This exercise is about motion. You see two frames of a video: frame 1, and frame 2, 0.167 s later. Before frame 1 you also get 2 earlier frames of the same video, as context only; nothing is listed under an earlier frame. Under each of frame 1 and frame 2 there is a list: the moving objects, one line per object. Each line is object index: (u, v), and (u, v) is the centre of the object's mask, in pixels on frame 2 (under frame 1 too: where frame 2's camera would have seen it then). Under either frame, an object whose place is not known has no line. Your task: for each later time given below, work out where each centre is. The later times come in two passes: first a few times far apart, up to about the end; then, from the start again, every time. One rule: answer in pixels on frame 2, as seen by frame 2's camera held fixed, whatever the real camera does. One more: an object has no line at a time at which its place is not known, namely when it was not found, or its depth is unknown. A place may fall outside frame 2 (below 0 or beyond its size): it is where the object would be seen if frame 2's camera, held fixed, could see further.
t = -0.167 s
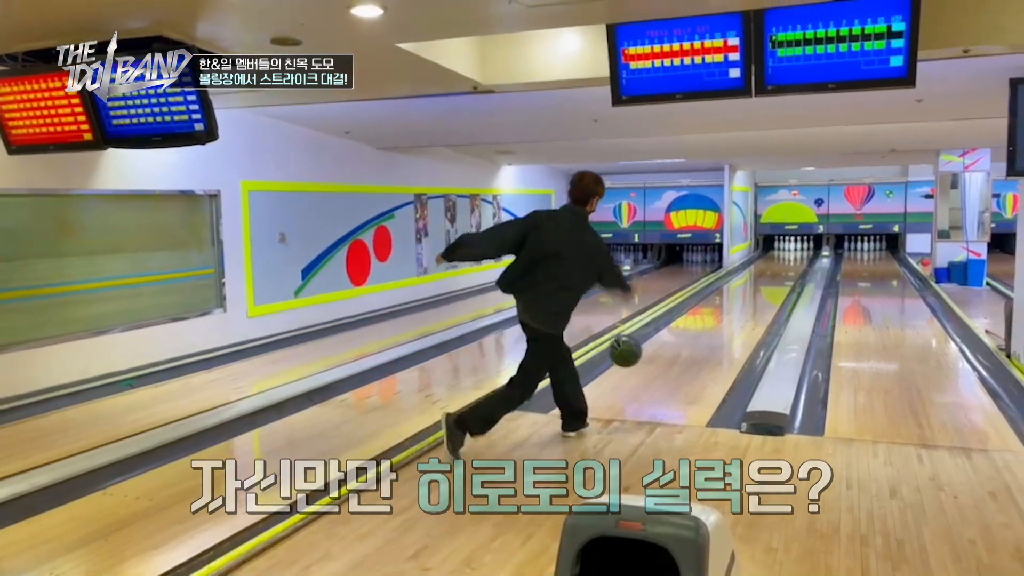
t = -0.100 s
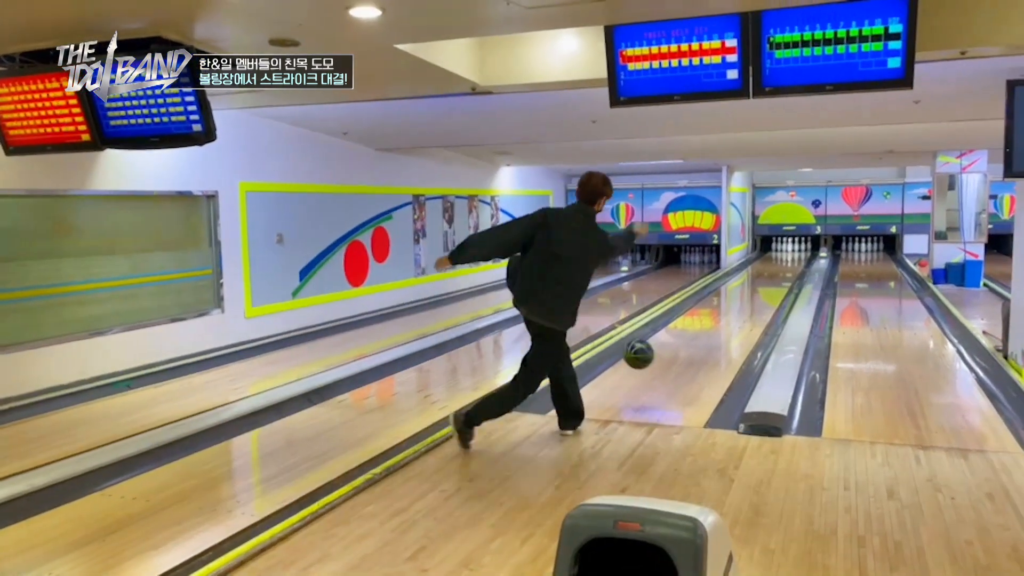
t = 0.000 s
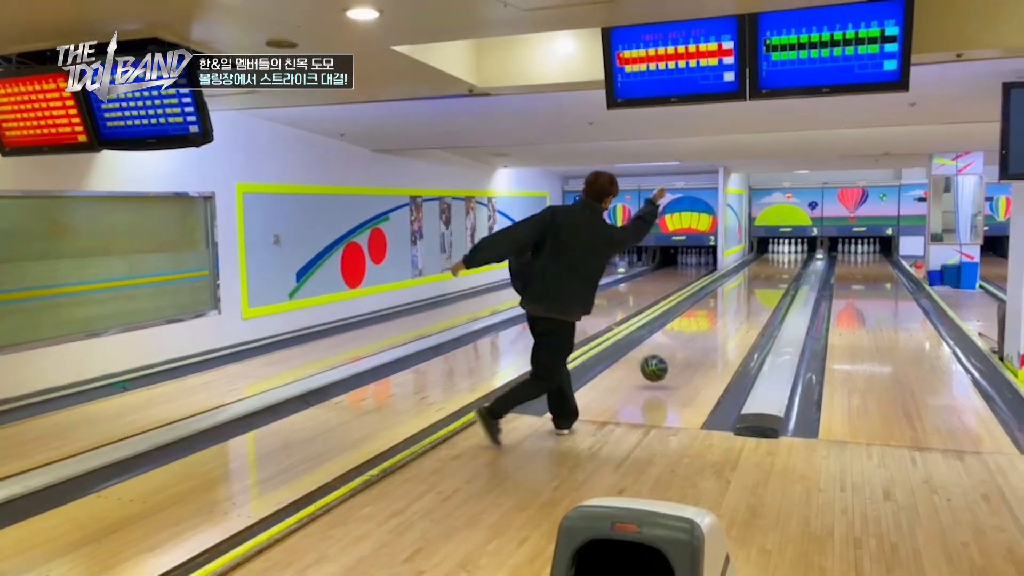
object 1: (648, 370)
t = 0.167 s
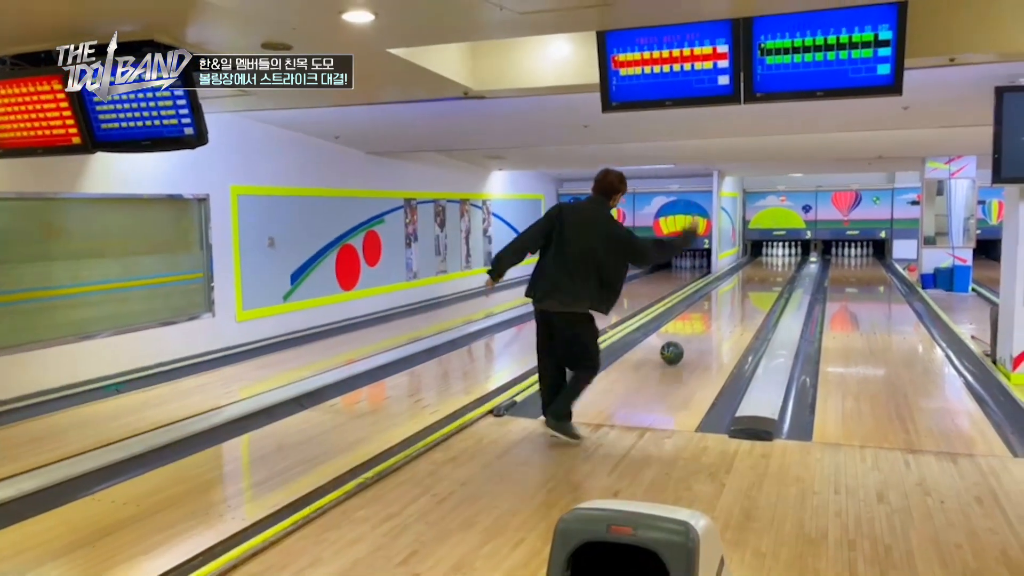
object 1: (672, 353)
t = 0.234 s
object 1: (679, 344)
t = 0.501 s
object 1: (701, 319)
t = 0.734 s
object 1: (713, 304)
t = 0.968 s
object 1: (722, 291)
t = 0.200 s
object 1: (675, 348)
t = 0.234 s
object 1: (679, 344)
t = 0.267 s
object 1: (682, 341)
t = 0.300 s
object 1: (685, 337)
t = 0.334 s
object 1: (688, 334)
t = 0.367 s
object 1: (691, 330)
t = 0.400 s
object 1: (694, 327)
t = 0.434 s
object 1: (696, 324)
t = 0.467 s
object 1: (699, 321)
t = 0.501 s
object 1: (701, 319)
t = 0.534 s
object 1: (703, 317)
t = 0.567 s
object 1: (705, 314)
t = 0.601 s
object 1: (707, 312)
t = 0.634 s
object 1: (709, 310)
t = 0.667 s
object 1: (710, 308)
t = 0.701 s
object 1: (712, 306)
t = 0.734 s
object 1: (713, 304)
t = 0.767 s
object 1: (715, 302)
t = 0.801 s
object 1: (716, 300)
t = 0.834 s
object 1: (718, 298)
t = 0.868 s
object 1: (719, 296)
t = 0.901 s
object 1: (720, 295)
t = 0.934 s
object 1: (721, 293)
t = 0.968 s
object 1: (722, 291)
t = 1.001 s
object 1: (723, 290)
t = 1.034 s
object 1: (725, 289)
